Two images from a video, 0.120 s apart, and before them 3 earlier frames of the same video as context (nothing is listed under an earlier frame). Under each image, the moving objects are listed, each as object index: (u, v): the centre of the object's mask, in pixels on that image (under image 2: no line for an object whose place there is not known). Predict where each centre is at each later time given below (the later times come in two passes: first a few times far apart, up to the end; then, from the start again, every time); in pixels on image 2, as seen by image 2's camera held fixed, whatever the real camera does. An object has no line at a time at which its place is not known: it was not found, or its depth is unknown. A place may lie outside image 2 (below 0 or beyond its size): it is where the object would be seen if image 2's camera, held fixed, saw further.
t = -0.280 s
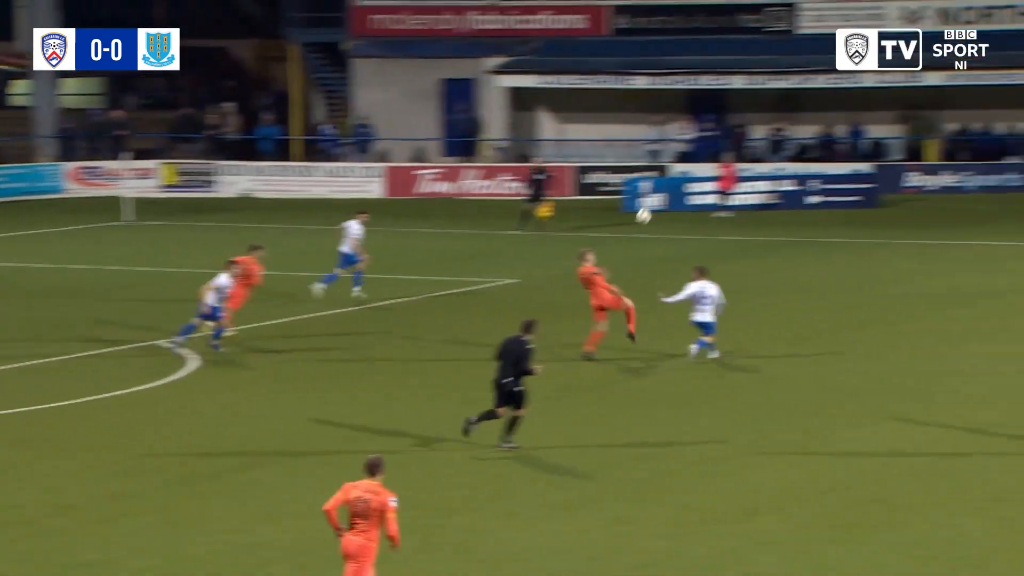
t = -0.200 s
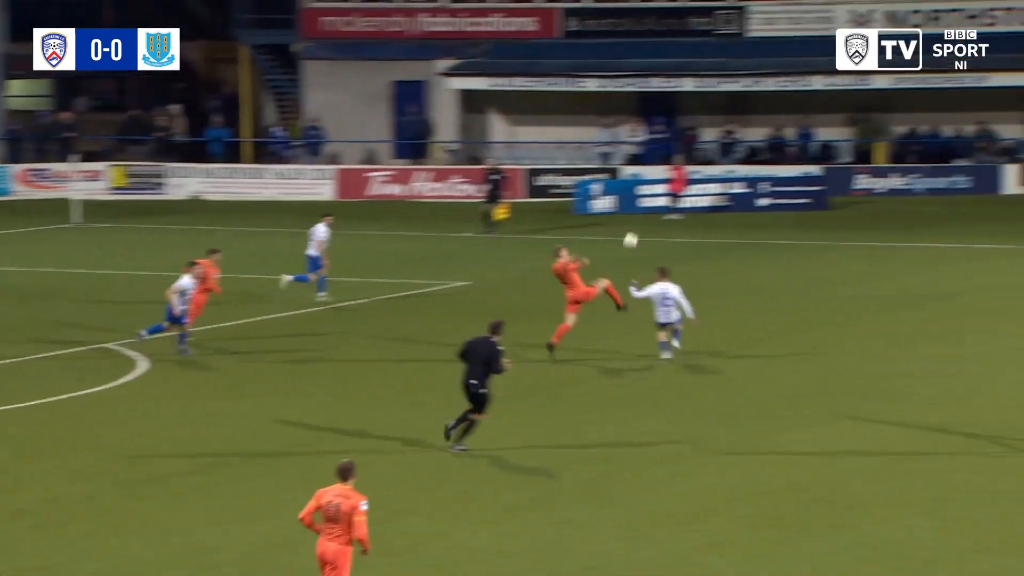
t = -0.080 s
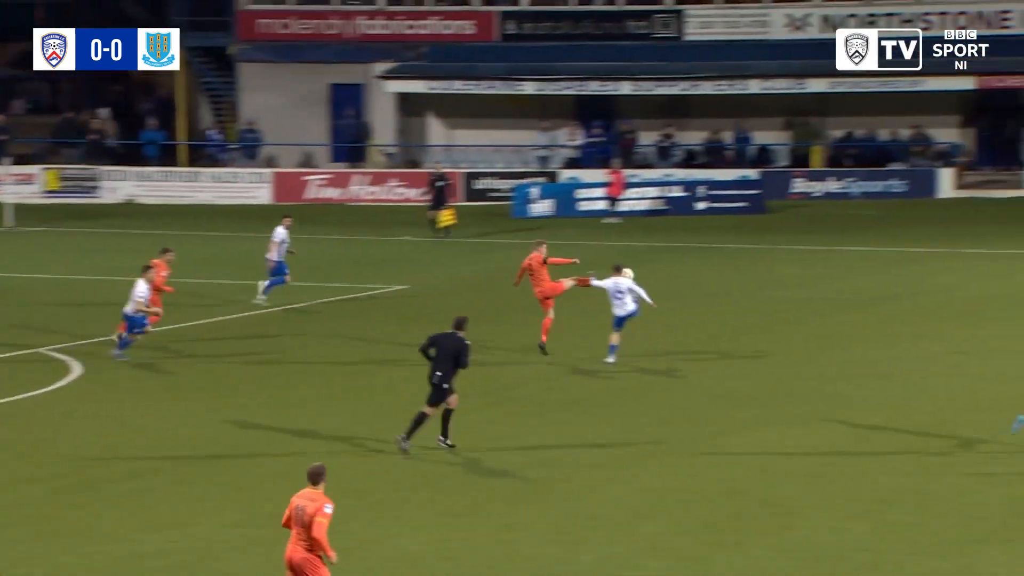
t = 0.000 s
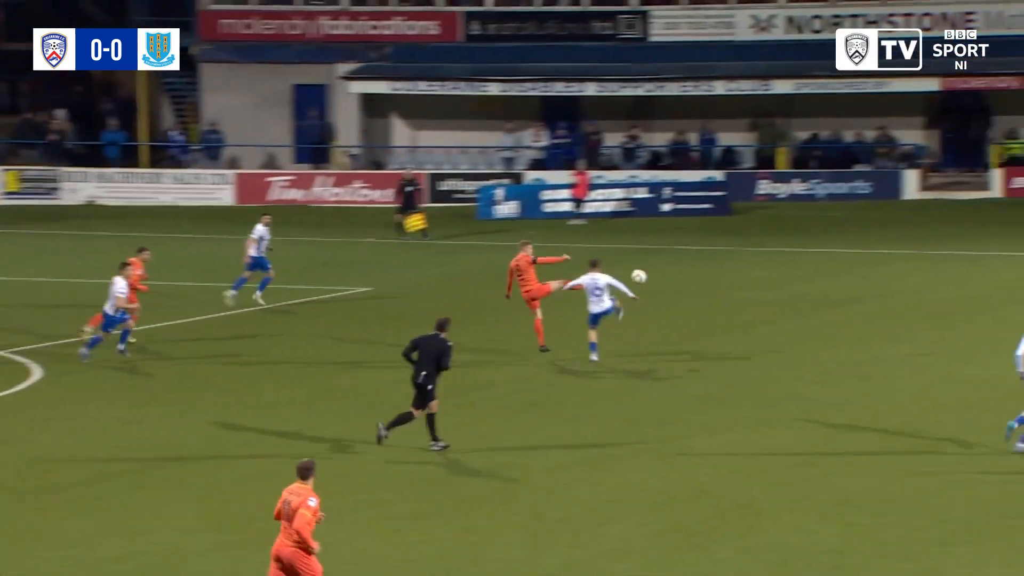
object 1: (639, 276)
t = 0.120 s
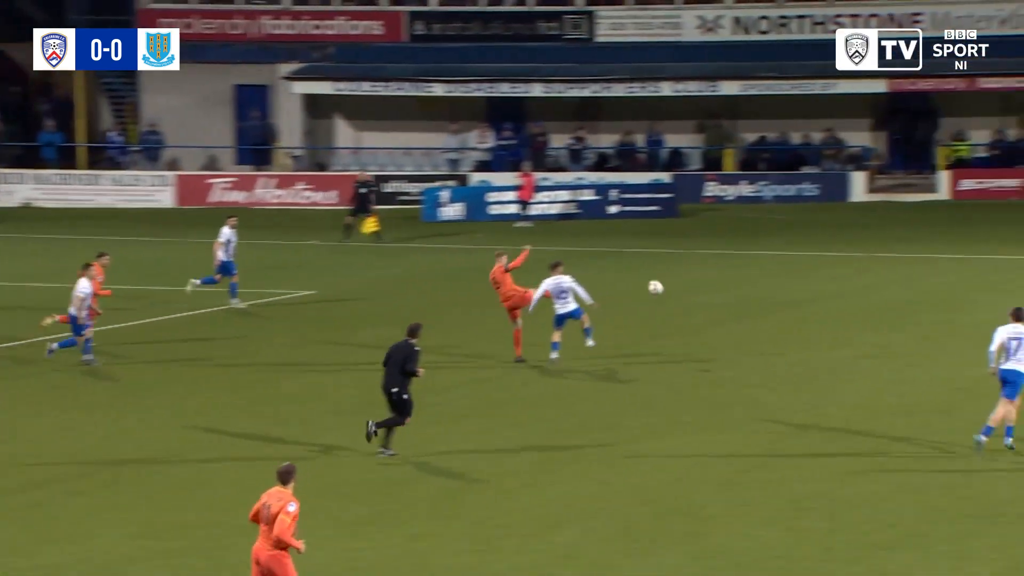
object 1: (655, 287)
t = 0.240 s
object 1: (722, 305)
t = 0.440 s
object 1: (827, 344)
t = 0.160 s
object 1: (678, 292)
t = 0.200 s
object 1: (700, 298)
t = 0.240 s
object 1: (722, 305)
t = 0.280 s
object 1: (744, 313)
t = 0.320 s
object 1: (766, 322)
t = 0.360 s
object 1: (787, 333)
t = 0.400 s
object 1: (808, 344)
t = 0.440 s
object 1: (827, 344)
